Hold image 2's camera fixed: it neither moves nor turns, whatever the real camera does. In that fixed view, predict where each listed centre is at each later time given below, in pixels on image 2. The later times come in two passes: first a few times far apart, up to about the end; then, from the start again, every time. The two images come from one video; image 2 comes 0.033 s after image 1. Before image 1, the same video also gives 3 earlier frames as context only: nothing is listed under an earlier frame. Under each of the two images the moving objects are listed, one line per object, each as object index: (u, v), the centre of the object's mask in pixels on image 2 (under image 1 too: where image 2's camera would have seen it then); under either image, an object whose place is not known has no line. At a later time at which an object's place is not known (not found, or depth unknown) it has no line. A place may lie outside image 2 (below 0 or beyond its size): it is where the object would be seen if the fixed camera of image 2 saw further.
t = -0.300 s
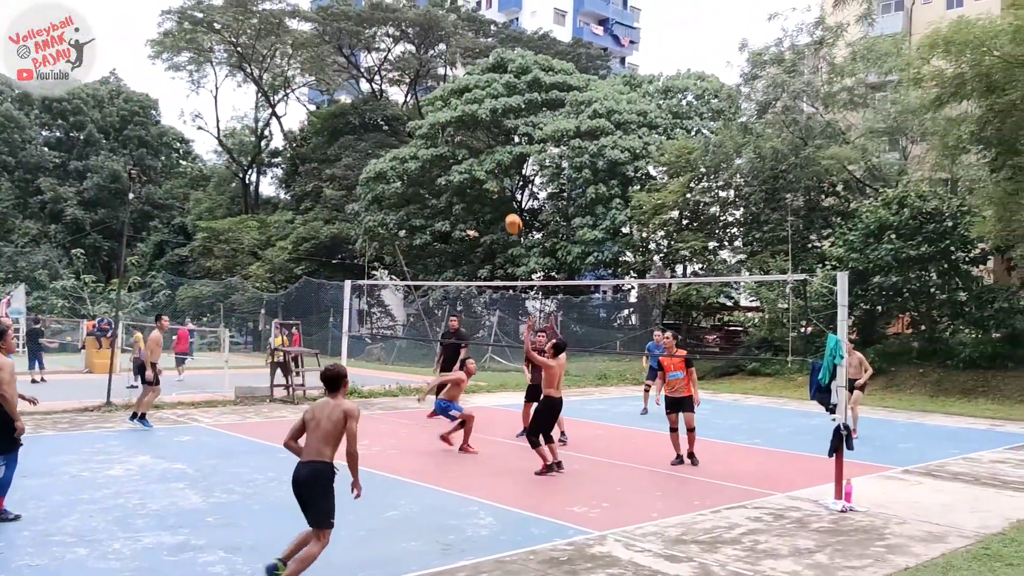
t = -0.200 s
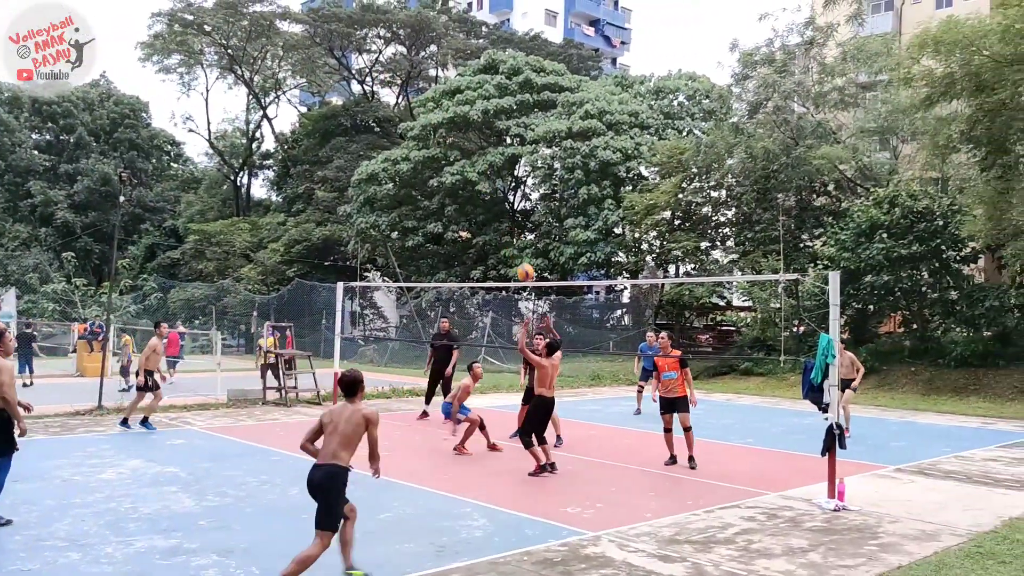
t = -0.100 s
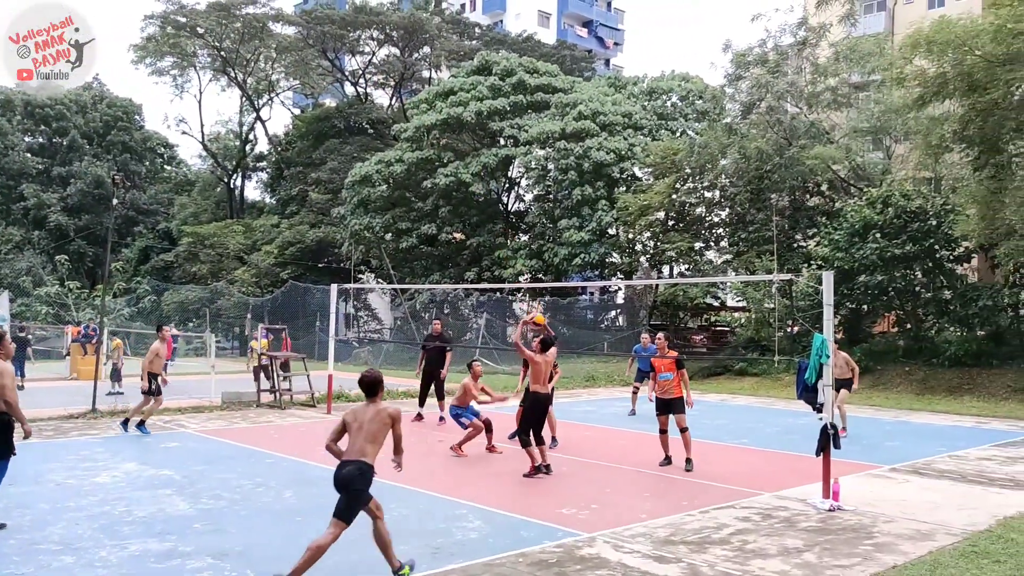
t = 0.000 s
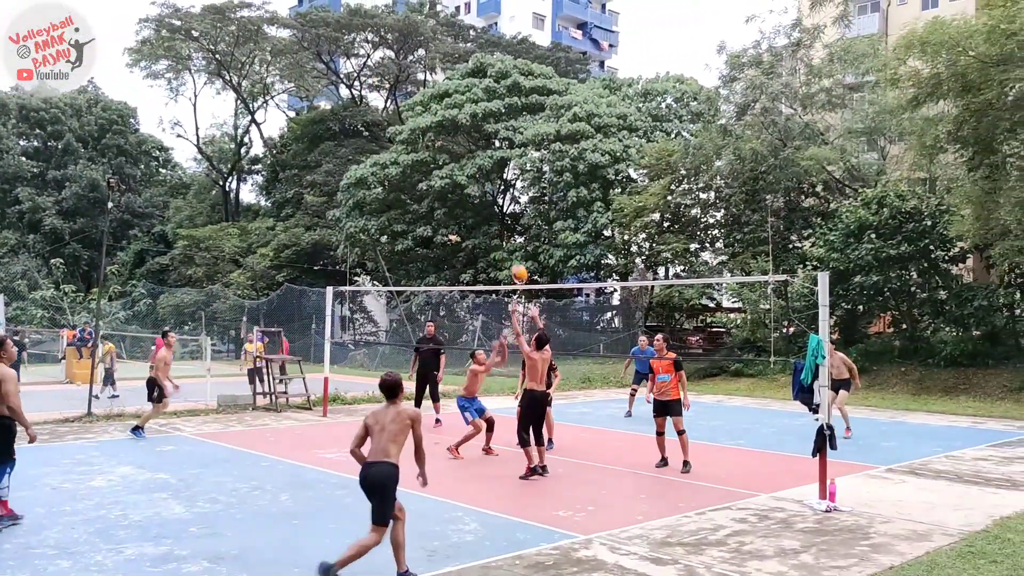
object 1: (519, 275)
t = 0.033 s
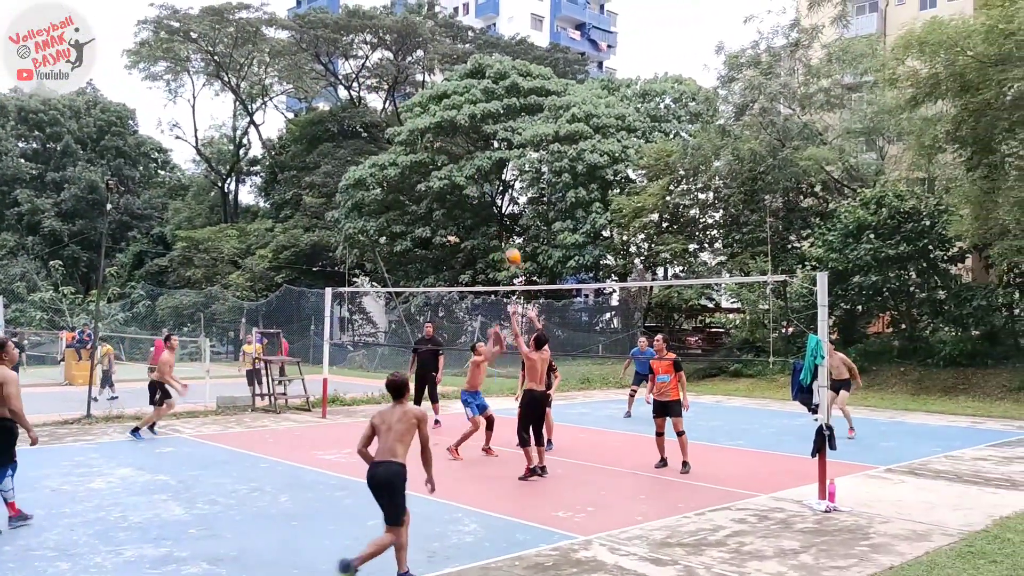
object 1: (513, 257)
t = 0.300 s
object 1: (475, 161)
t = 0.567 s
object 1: (438, 122)
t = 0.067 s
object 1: (508, 242)
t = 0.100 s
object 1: (504, 227)
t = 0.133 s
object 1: (499, 214)
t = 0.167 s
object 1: (495, 202)
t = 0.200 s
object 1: (490, 191)
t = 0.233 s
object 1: (485, 179)
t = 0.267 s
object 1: (479, 170)
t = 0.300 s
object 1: (475, 161)
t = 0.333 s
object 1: (470, 154)
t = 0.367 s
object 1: (465, 147)
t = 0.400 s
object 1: (461, 141)
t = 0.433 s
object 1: (456, 135)
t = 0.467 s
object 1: (452, 131)
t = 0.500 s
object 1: (447, 127)
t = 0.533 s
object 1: (443, 123)
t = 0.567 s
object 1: (438, 122)
